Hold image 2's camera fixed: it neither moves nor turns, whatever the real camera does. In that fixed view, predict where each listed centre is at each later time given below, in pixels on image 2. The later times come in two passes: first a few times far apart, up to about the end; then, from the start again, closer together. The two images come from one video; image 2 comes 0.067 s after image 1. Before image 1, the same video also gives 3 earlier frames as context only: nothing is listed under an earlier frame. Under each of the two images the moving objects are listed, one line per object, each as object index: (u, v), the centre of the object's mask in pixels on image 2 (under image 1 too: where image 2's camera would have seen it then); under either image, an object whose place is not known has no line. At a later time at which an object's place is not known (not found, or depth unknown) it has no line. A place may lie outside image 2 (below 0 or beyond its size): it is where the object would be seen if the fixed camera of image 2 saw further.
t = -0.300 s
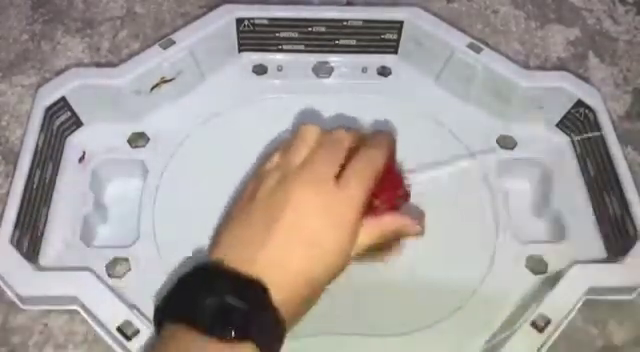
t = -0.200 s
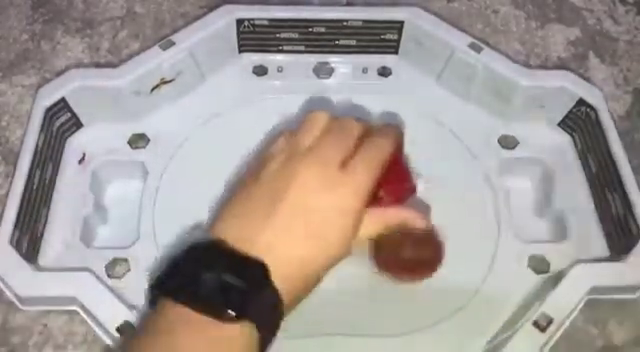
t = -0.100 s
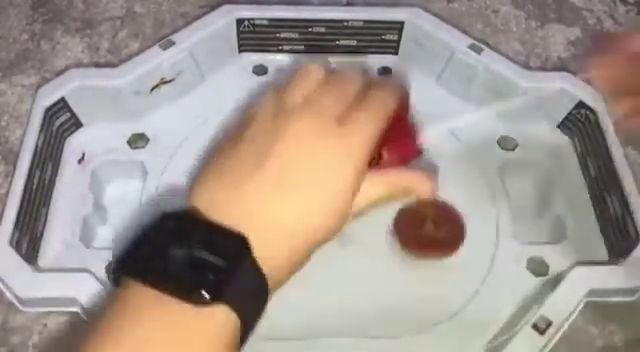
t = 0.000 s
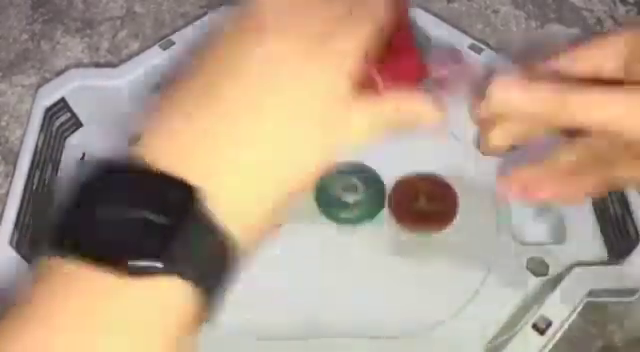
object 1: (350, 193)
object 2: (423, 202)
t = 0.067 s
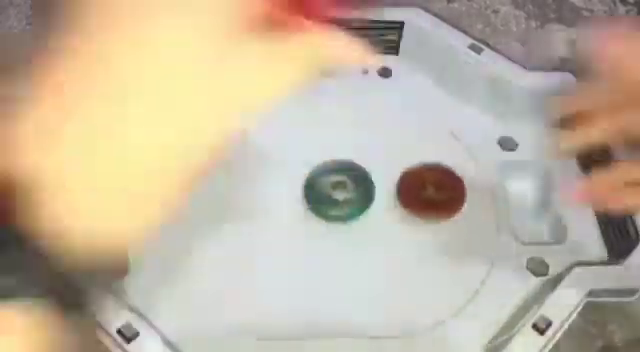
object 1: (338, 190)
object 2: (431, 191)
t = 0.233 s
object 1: (330, 175)
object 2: (409, 175)
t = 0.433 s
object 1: (262, 167)
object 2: (402, 192)
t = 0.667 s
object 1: (236, 197)
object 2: (346, 217)
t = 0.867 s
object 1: (239, 226)
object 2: (343, 228)
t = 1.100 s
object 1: (269, 234)
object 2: (384, 223)
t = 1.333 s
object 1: (300, 211)
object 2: (390, 189)
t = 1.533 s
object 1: (287, 189)
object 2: (384, 161)
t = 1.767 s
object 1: (267, 180)
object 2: (343, 168)
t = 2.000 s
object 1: (264, 182)
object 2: (363, 207)
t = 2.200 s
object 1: (286, 186)
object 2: (396, 218)
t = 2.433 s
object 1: (317, 184)
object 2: (392, 202)
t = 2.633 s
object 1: (313, 171)
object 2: (384, 198)
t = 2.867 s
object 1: (304, 177)
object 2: (374, 215)
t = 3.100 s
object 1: (304, 195)
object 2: (371, 235)
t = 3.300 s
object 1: (304, 208)
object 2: (373, 234)
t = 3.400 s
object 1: (297, 206)
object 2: (382, 239)
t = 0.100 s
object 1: (334, 188)
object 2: (432, 186)
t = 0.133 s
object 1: (332, 185)
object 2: (430, 182)
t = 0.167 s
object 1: (331, 182)
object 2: (426, 179)
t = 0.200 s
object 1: (330, 178)
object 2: (418, 177)
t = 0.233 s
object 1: (330, 175)
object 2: (409, 175)
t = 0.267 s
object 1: (328, 173)
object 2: (401, 176)
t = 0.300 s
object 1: (314, 170)
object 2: (405, 178)
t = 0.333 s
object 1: (299, 168)
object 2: (407, 180)
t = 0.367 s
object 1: (285, 167)
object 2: (407, 183)
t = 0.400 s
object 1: (273, 166)
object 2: (405, 187)
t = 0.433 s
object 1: (262, 167)
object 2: (402, 192)
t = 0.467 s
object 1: (253, 169)
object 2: (397, 196)
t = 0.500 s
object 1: (246, 172)
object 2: (391, 200)
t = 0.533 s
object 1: (241, 175)
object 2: (384, 204)
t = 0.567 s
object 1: (237, 180)
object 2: (375, 208)
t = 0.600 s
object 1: (235, 185)
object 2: (366, 211)
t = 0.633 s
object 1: (235, 191)
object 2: (356, 214)
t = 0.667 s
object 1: (236, 197)
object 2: (346, 217)
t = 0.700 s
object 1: (239, 203)
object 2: (337, 219)
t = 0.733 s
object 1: (243, 210)
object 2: (329, 221)
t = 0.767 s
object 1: (247, 216)
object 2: (323, 222)
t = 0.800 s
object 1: (244, 219)
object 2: (329, 225)
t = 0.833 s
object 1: (240, 223)
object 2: (336, 227)
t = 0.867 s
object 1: (239, 226)
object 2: (343, 228)
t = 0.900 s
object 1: (239, 229)
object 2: (351, 229)
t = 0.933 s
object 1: (241, 231)
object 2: (359, 230)
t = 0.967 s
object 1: (244, 233)
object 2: (366, 229)
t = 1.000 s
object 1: (249, 234)
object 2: (372, 229)
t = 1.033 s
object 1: (255, 235)
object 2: (378, 227)
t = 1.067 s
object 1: (261, 235)
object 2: (382, 225)
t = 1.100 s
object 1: (269, 234)
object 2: (384, 223)
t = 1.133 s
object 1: (277, 232)
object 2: (385, 220)
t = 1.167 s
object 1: (284, 230)
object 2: (384, 215)
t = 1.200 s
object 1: (292, 227)
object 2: (382, 211)
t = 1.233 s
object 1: (300, 222)
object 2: (379, 207)
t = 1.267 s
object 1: (306, 218)
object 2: (376, 202)
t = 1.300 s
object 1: (304, 214)
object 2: (383, 195)
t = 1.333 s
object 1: (300, 211)
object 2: (390, 189)
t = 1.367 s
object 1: (297, 207)
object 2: (395, 182)
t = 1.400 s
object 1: (294, 203)
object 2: (397, 176)
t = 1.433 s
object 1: (292, 199)
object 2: (397, 172)
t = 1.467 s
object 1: (290, 196)
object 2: (395, 167)
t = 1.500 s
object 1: (288, 192)
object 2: (390, 164)
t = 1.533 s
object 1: (287, 189)
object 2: (384, 161)
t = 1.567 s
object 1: (286, 186)
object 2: (375, 160)
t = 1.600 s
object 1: (286, 183)
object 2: (365, 159)
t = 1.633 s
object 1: (286, 181)
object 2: (354, 159)
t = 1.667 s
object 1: (282, 180)
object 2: (349, 160)
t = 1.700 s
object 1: (276, 179)
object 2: (347, 163)
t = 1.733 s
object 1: (271, 180)
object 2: (345, 165)
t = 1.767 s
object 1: (267, 180)
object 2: (343, 168)
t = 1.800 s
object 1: (265, 180)
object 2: (341, 173)
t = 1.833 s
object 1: (264, 180)
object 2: (339, 178)
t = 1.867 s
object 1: (265, 181)
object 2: (338, 184)
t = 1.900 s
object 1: (266, 182)
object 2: (338, 189)
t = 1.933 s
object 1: (265, 182)
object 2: (344, 195)
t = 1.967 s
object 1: (264, 182)
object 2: (354, 202)
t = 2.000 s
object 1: (264, 182)
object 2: (363, 207)
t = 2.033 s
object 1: (265, 182)
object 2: (372, 211)
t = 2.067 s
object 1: (268, 183)
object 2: (380, 214)
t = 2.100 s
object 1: (272, 184)
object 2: (386, 216)
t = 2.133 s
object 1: (276, 185)
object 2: (391, 218)
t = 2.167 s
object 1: (281, 186)
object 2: (394, 218)
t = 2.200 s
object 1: (286, 186)
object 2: (396, 218)
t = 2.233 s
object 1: (292, 187)
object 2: (398, 217)
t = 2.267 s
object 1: (298, 188)
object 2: (397, 215)
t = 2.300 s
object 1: (305, 190)
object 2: (397, 213)
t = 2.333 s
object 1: (311, 190)
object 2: (395, 210)
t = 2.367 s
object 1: (316, 190)
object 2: (393, 206)
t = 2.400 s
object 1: (319, 188)
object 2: (391, 203)
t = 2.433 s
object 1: (317, 184)
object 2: (392, 202)
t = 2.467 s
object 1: (316, 179)
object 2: (393, 201)
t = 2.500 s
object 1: (314, 176)
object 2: (393, 200)
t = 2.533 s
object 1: (314, 174)
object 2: (392, 199)
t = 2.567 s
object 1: (313, 172)
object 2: (390, 199)
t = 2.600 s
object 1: (313, 171)
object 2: (387, 199)
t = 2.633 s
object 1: (313, 171)
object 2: (384, 198)
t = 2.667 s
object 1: (313, 172)
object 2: (380, 197)
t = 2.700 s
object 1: (312, 172)
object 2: (379, 199)
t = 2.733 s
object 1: (309, 171)
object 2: (379, 203)
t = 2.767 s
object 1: (306, 171)
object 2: (378, 206)
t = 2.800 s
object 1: (305, 172)
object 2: (378, 209)
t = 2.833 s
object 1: (304, 174)
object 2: (376, 213)
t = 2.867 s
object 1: (304, 177)
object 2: (374, 215)
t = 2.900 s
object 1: (304, 180)
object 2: (371, 218)
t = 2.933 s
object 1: (304, 184)
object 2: (368, 221)
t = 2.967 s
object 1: (305, 187)
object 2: (366, 223)
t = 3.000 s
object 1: (304, 189)
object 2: (367, 227)
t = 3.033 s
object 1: (303, 191)
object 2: (368, 230)
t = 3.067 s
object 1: (303, 193)
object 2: (370, 233)
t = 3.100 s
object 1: (304, 195)
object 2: (371, 235)
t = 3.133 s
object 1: (304, 197)
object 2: (371, 236)
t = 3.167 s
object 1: (304, 199)
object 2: (372, 236)
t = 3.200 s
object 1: (305, 202)
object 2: (372, 236)
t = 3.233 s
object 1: (305, 204)
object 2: (372, 236)
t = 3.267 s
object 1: (305, 206)
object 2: (372, 235)
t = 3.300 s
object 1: (304, 208)
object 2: (373, 234)
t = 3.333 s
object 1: (303, 209)
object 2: (374, 234)
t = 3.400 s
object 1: (297, 206)
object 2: (382, 239)
